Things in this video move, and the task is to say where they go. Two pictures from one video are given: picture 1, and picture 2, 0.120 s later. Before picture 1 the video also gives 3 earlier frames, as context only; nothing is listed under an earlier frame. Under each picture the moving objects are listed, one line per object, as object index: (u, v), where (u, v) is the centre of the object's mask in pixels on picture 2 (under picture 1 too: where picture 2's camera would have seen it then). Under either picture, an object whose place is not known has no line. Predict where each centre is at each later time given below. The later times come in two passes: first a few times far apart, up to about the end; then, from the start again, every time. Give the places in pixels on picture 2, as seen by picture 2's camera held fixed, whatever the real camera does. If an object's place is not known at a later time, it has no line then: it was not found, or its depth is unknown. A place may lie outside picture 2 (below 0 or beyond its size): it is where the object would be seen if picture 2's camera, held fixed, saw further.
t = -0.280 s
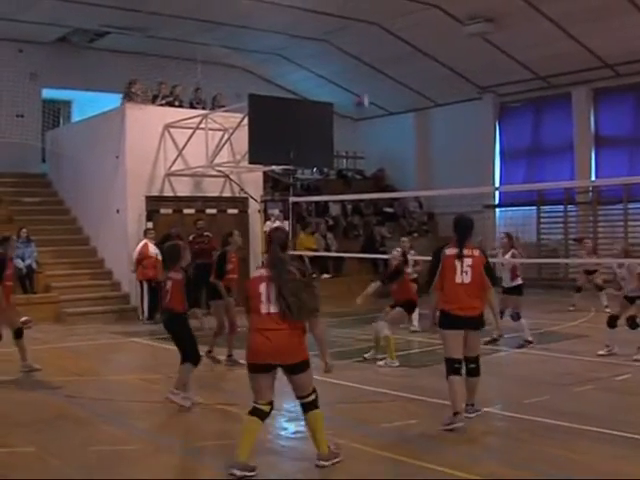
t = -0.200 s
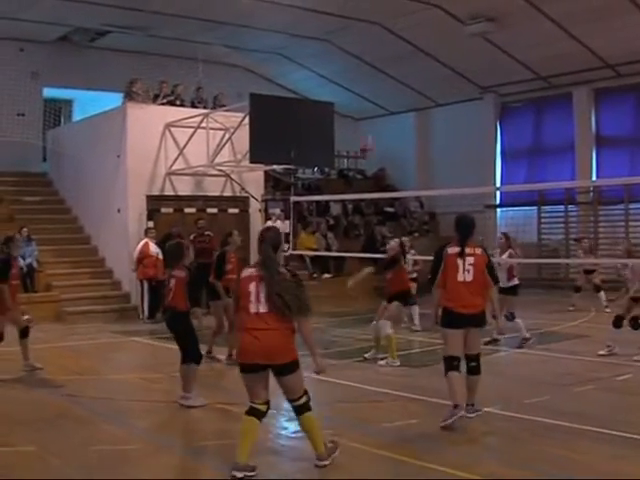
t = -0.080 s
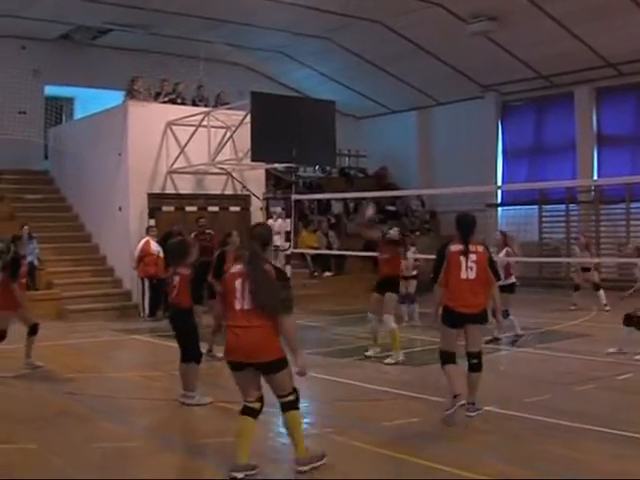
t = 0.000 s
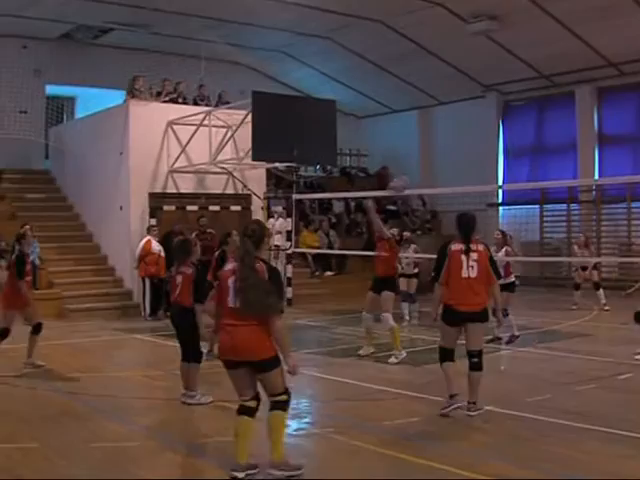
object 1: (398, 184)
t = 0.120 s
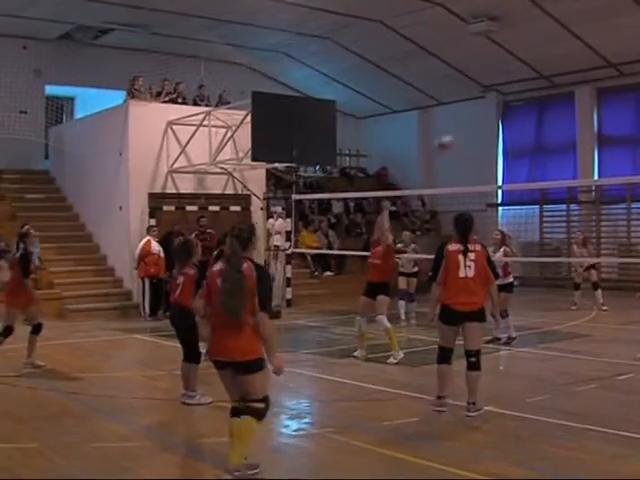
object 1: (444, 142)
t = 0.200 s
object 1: (471, 124)
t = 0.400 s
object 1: (537, 97)
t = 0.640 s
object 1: (609, 103)
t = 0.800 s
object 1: (652, 128)
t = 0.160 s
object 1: (458, 132)
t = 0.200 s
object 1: (471, 124)
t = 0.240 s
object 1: (487, 114)
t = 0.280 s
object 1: (498, 109)
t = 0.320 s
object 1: (511, 103)
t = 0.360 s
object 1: (524, 98)
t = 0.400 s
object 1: (537, 97)
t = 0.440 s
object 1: (549, 95)
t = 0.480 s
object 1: (561, 94)
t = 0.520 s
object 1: (575, 96)
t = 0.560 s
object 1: (585, 96)
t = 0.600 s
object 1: (598, 98)
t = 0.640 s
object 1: (609, 103)
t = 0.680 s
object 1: (619, 108)
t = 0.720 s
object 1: (632, 115)
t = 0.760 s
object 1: (642, 120)
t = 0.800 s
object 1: (652, 128)
